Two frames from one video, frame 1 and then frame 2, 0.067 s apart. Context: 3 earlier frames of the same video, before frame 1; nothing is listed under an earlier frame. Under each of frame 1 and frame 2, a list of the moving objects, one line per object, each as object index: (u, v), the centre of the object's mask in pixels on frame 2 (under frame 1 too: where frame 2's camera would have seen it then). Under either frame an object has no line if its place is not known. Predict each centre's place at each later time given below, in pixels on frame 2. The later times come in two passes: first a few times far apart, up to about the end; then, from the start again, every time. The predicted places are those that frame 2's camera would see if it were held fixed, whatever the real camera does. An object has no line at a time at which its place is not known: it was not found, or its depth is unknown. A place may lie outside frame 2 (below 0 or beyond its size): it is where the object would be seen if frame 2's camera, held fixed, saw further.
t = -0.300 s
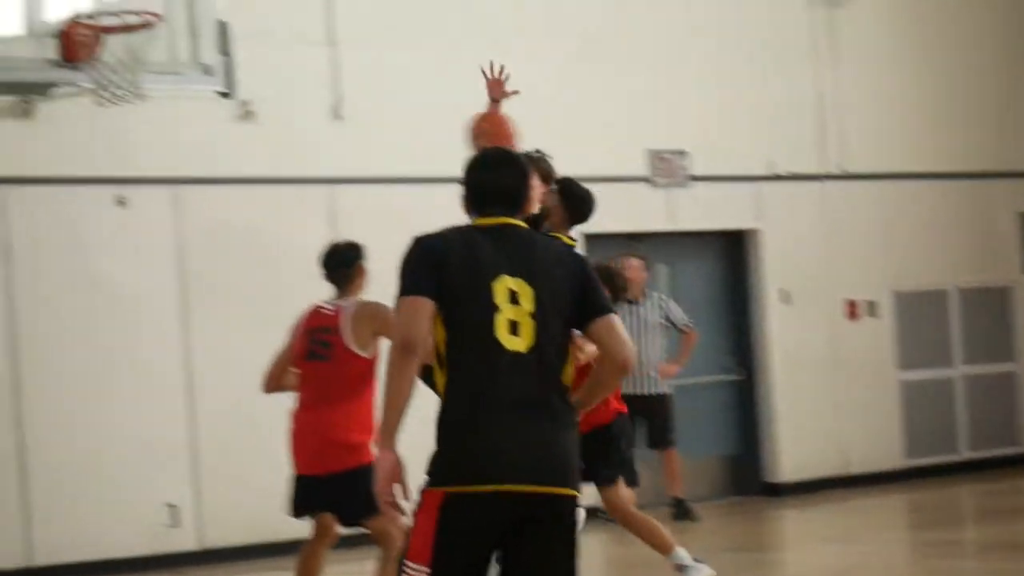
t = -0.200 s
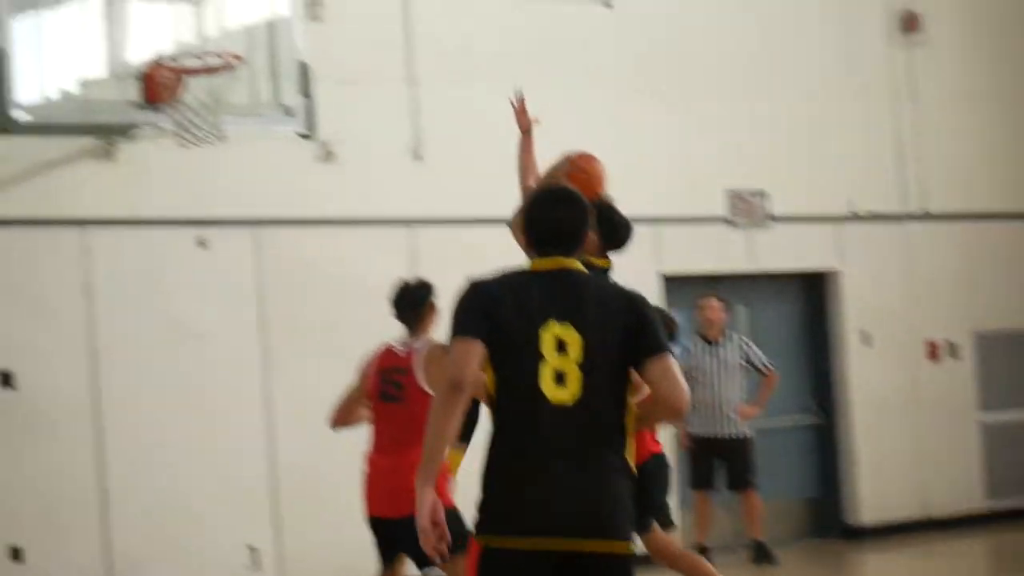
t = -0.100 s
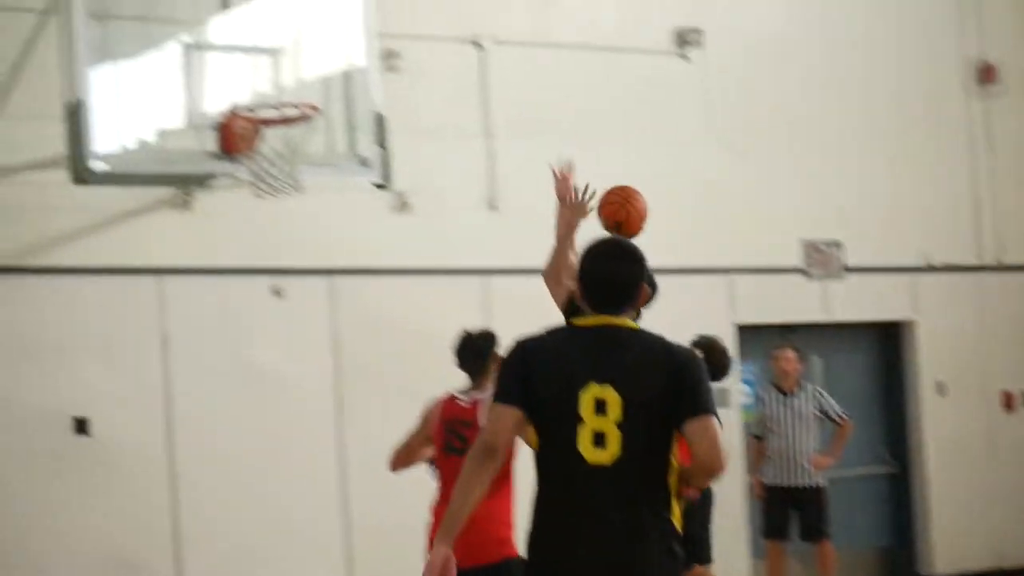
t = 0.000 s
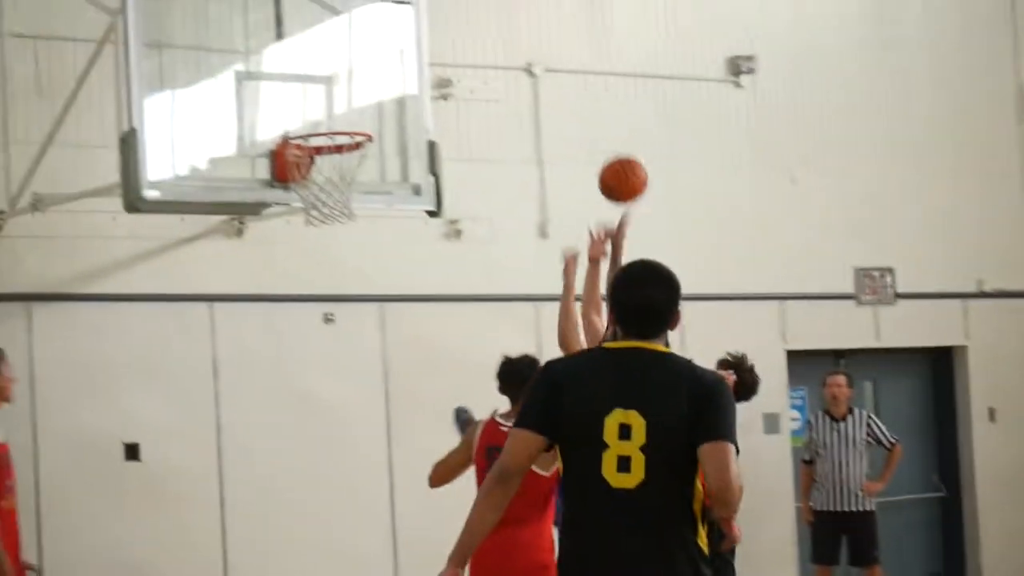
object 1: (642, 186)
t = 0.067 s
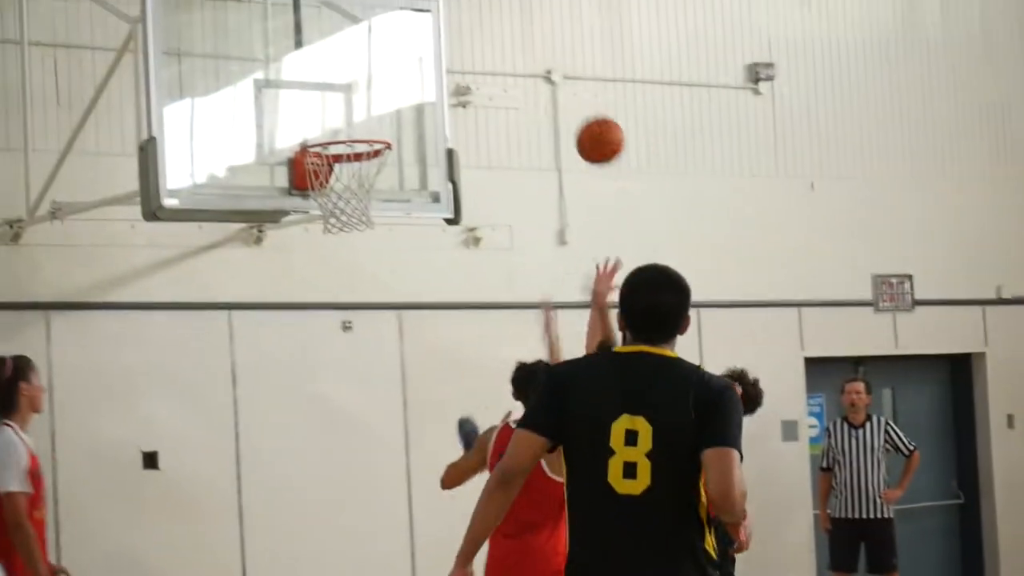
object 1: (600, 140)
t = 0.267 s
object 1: (487, 59)
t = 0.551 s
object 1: (345, 79)
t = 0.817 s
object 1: (338, 159)
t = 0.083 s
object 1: (590, 130)
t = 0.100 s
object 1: (579, 121)
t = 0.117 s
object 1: (570, 112)
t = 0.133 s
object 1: (560, 104)
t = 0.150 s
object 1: (551, 96)
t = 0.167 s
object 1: (541, 89)
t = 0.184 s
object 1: (532, 83)
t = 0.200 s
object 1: (523, 77)
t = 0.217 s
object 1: (513, 72)
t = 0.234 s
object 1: (505, 67)
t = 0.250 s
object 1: (496, 62)
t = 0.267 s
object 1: (487, 59)
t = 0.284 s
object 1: (478, 56)
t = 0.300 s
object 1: (468, 53)
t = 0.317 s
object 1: (460, 51)
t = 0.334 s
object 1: (451, 50)
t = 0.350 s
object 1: (443, 49)
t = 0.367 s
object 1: (434, 48)
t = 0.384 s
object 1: (426, 49)
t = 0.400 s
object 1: (417, 50)
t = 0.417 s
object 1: (409, 51)
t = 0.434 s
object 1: (400, 53)
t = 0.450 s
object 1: (392, 55)
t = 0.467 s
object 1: (384, 58)
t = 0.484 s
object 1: (376, 61)
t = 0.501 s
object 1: (368, 65)
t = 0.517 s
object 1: (360, 69)
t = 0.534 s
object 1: (353, 74)
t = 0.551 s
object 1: (345, 79)
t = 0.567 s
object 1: (338, 84)
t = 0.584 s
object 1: (330, 90)
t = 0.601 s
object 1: (328, 95)
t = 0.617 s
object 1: (331, 99)
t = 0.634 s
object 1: (335, 103)
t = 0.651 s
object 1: (338, 107)
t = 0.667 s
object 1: (341, 113)
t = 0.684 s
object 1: (345, 118)
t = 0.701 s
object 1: (348, 124)
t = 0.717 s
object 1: (352, 131)
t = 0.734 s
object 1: (355, 139)
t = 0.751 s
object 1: (354, 142)
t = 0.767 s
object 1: (350, 145)
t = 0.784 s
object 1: (347, 150)
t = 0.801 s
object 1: (341, 154)
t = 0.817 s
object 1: (338, 159)
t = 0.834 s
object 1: (334, 164)
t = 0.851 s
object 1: (332, 168)
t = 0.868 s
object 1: (334, 173)
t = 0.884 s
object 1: (340, 178)
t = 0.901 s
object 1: (344, 186)
